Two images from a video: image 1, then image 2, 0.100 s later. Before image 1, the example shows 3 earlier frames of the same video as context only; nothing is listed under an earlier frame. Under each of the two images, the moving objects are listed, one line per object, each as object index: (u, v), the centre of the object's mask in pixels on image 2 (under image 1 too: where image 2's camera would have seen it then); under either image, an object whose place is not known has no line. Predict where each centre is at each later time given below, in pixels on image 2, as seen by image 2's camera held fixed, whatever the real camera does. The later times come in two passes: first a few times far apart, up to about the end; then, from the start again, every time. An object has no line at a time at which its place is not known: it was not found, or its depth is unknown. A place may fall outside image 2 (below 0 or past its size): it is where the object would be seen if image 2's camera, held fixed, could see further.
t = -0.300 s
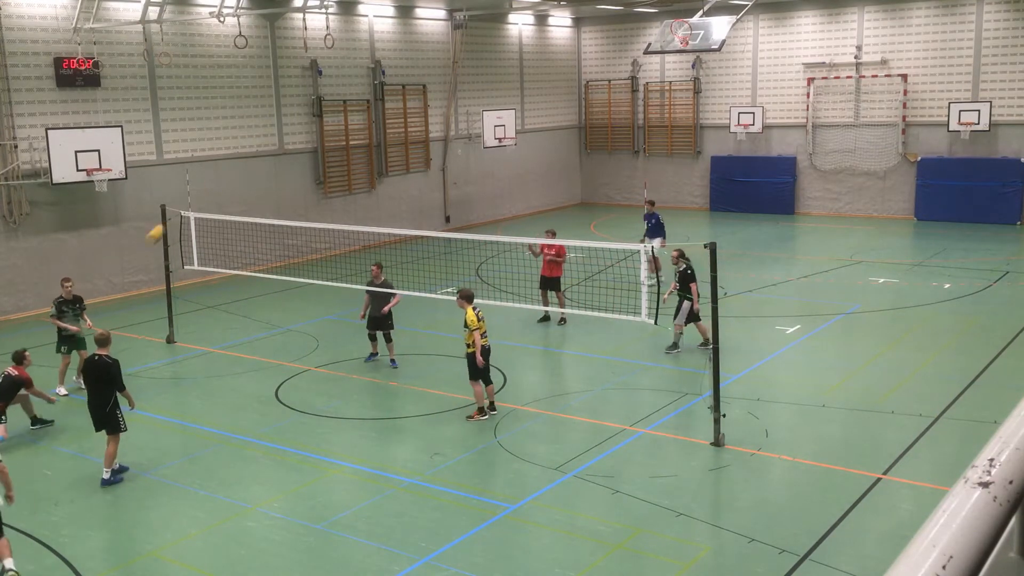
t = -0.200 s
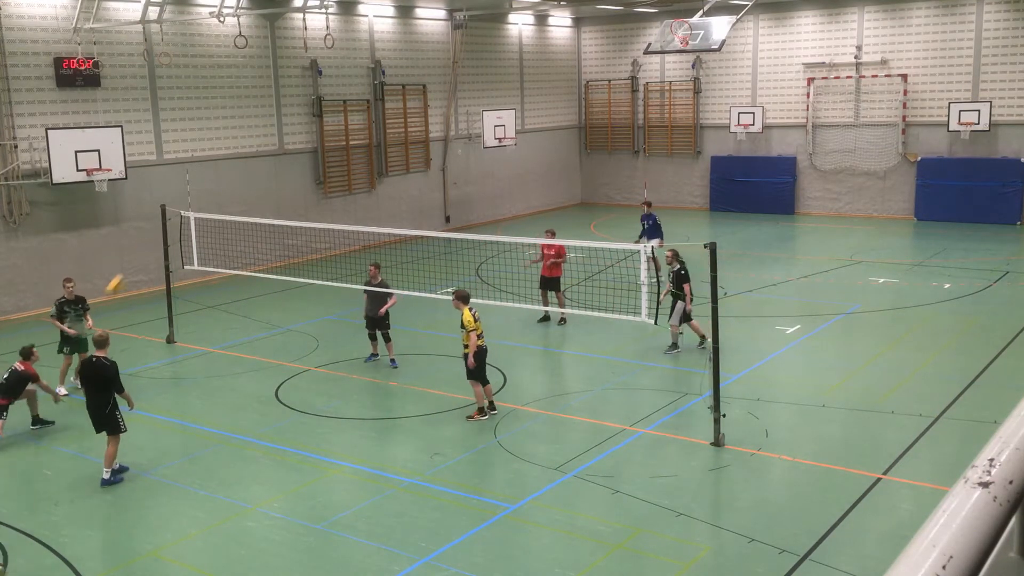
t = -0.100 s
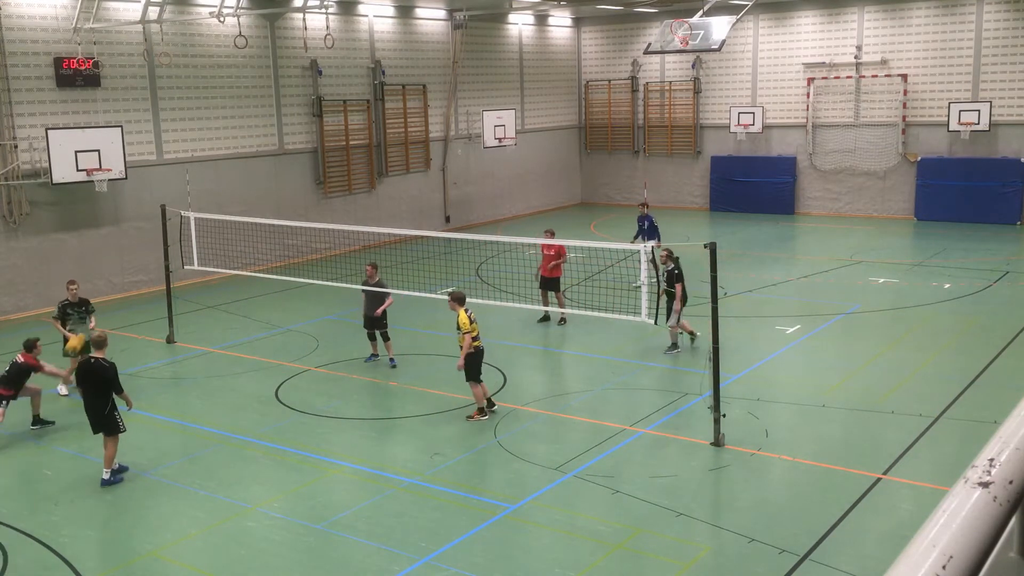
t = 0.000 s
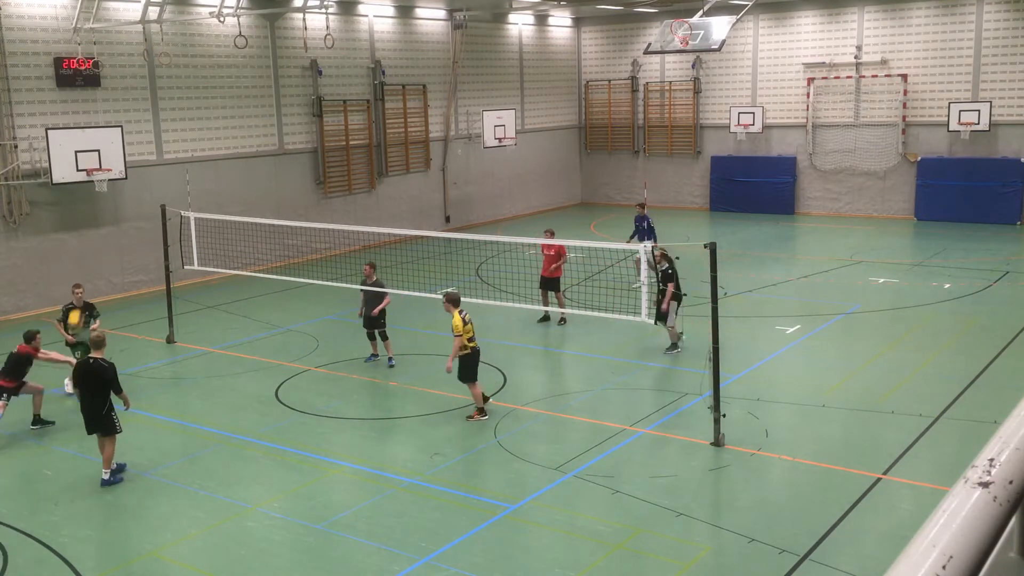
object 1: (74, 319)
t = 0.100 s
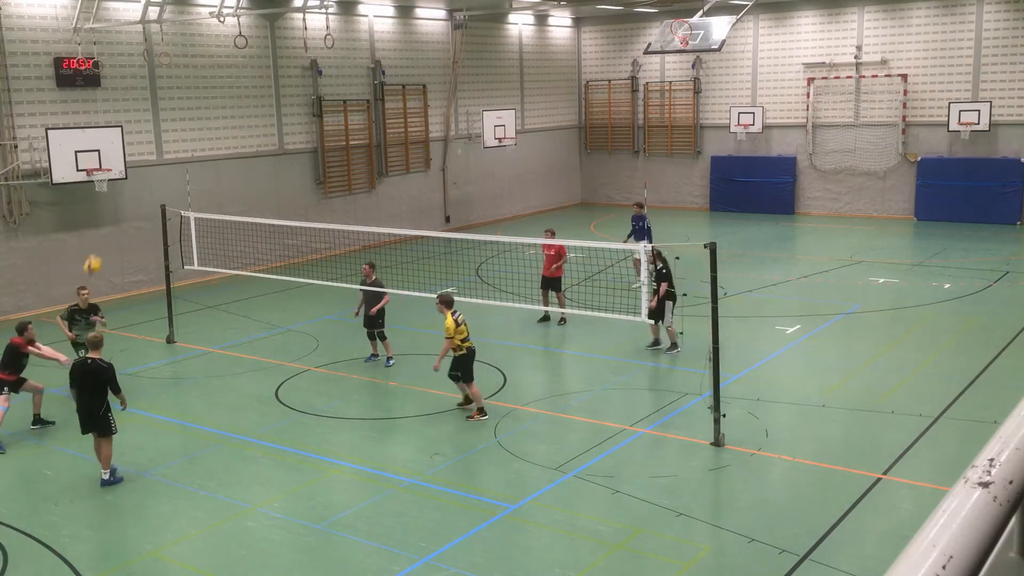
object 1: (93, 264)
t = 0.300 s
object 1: (128, 177)
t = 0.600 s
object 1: (181, 102)
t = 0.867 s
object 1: (231, 89)
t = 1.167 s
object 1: (290, 135)
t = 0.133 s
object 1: (98, 248)
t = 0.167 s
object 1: (104, 232)
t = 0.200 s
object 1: (109, 217)
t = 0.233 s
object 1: (116, 203)
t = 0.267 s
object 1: (122, 189)
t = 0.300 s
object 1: (128, 177)
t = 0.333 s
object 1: (132, 164)
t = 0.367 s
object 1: (138, 155)
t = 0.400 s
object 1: (145, 145)
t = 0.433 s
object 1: (151, 135)
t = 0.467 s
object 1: (156, 126)
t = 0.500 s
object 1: (163, 119)
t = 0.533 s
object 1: (169, 113)
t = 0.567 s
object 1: (175, 107)
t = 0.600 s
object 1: (181, 102)
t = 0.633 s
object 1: (187, 97)
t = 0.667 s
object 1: (193, 94)
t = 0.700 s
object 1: (200, 91)
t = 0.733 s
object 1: (206, 89)
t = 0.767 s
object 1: (212, 88)
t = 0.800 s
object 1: (218, 88)
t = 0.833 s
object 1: (225, 88)
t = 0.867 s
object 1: (231, 89)
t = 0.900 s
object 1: (237, 90)
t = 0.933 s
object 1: (244, 94)
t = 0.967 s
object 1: (250, 97)
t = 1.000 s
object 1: (257, 102)
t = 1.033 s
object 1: (264, 107)
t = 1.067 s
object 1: (270, 113)
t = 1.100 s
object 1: (276, 119)
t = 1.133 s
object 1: (284, 127)
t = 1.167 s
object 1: (290, 135)
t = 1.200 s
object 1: (297, 143)
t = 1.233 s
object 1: (303, 152)
